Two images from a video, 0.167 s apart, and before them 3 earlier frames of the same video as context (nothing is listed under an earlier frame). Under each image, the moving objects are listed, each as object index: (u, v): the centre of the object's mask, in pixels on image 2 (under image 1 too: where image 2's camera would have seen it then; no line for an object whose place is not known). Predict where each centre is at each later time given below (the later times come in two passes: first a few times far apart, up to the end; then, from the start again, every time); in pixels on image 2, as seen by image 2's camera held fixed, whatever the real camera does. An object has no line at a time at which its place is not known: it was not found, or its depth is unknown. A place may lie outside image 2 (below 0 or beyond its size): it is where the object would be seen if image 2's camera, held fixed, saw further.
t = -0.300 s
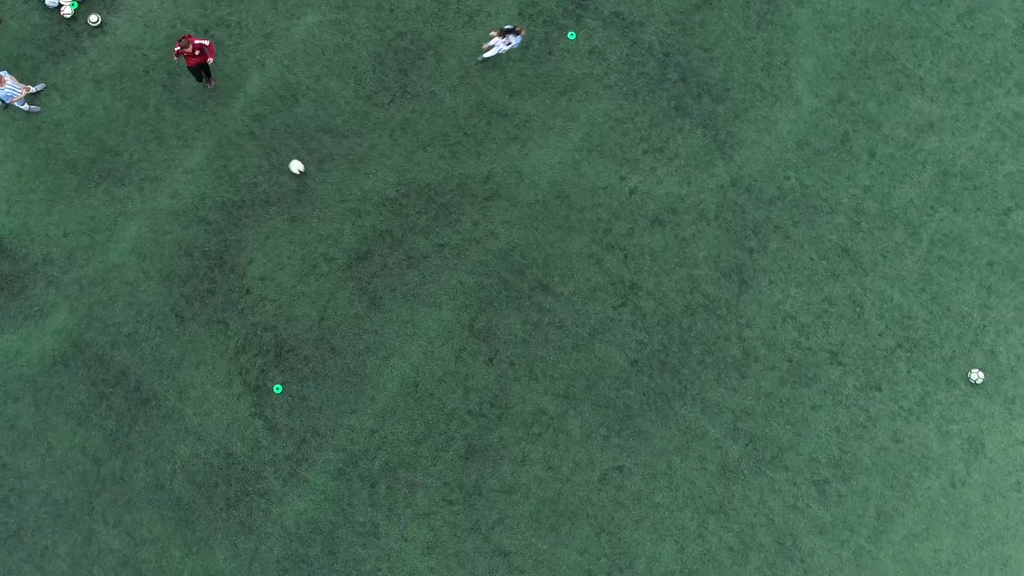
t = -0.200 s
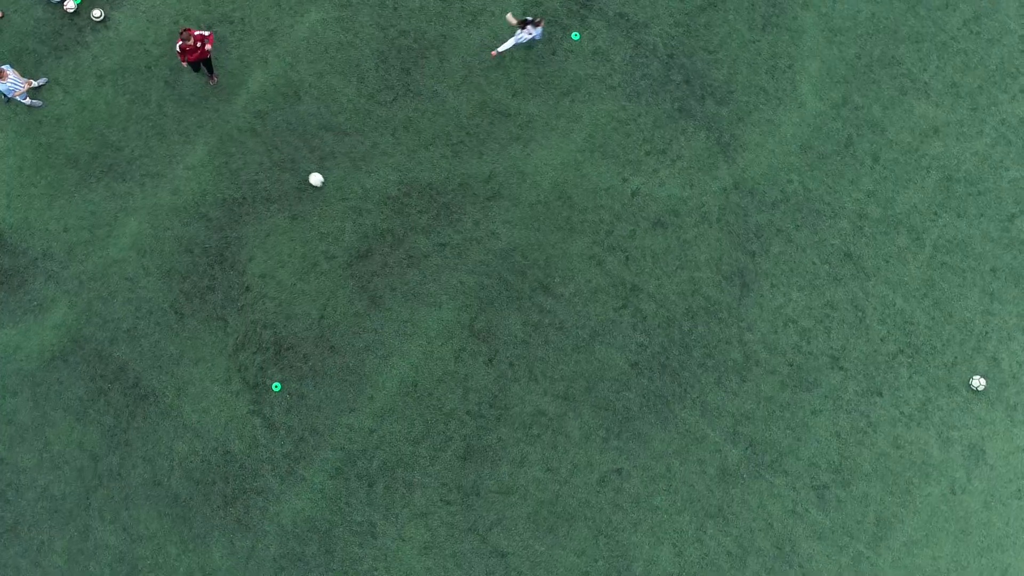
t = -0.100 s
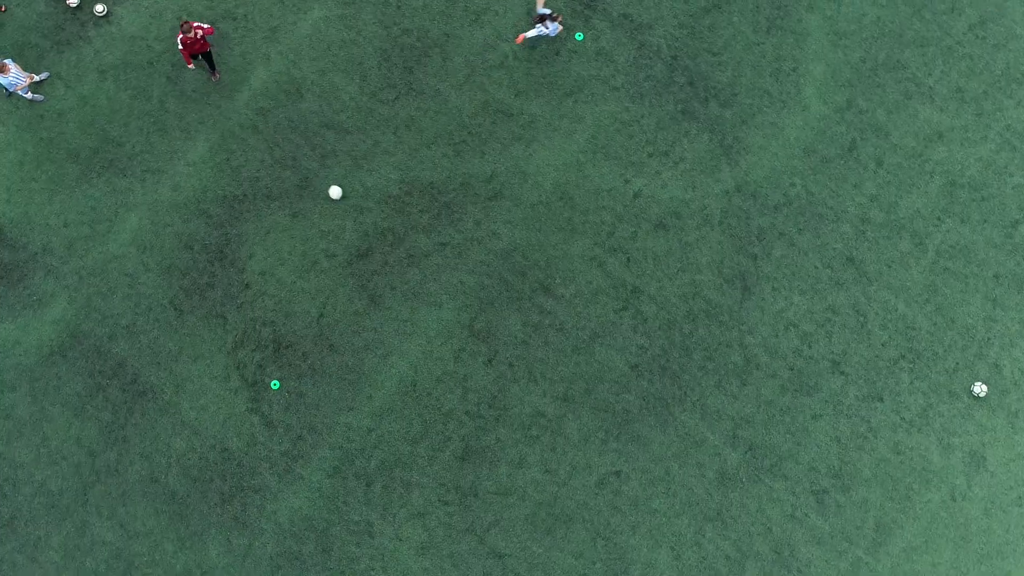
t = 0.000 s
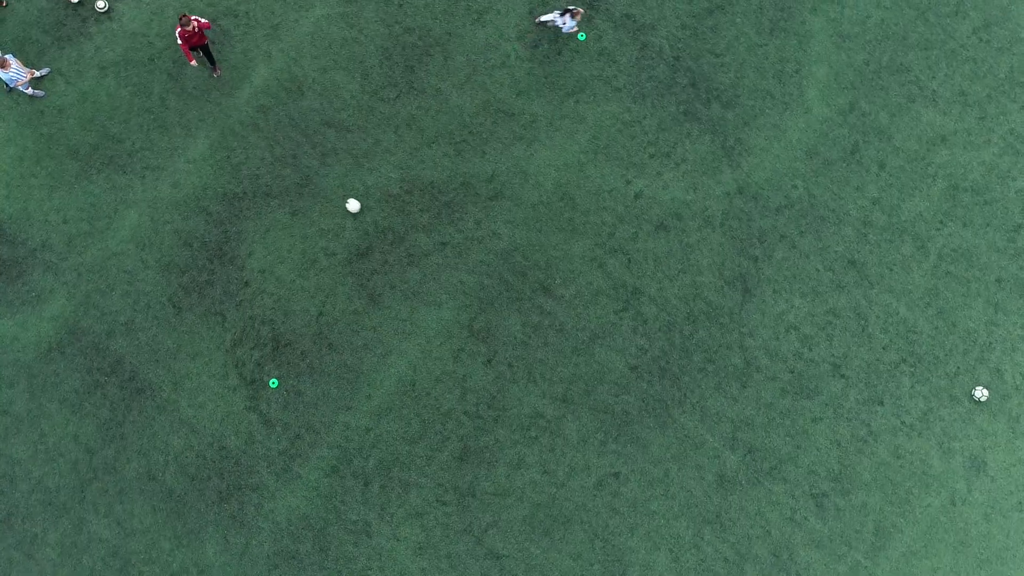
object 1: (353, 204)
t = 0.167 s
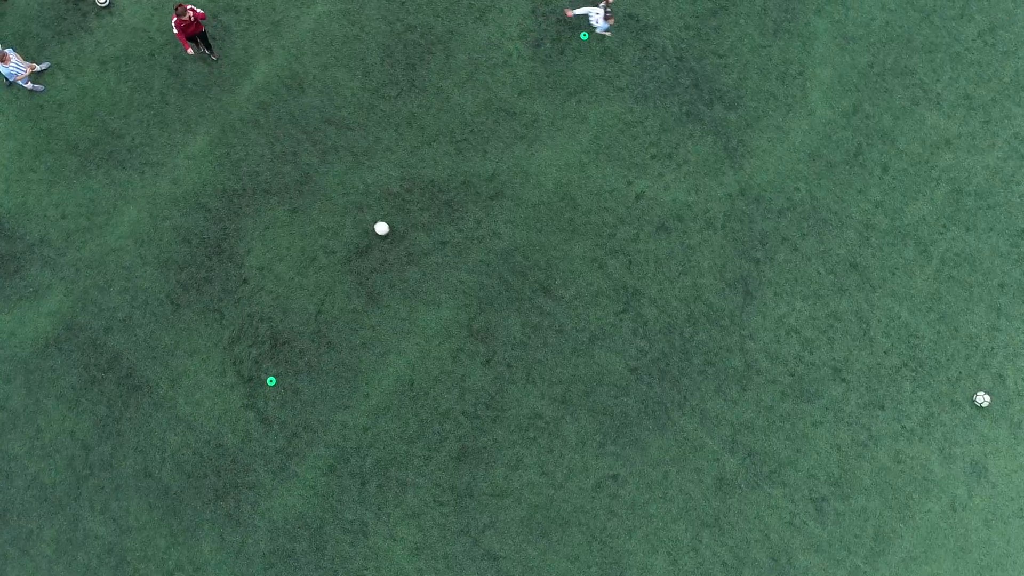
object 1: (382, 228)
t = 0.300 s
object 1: (404, 248)
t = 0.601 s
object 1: (454, 290)
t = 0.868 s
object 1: (498, 326)
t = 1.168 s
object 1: (546, 365)
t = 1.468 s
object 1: (593, 402)
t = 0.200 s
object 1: (387, 234)
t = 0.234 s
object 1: (393, 238)
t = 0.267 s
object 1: (398, 243)
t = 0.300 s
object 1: (404, 248)
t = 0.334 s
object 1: (410, 253)
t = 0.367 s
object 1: (415, 258)
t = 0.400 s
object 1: (421, 263)
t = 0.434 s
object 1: (426, 267)
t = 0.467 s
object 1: (432, 272)
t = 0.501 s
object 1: (438, 276)
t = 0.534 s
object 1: (443, 281)
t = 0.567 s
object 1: (449, 286)
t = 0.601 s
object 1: (454, 290)
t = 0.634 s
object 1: (460, 295)
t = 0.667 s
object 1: (465, 299)
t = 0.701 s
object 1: (471, 303)
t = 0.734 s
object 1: (476, 308)
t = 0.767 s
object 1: (482, 313)
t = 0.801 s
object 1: (487, 317)
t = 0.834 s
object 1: (493, 321)
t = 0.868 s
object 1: (498, 326)
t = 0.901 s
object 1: (504, 330)
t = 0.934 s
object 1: (509, 334)
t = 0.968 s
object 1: (515, 339)
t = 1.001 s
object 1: (520, 344)
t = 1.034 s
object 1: (525, 348)
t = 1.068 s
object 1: (531, 352)
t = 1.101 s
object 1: (536, 356)
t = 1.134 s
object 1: (541, 361)
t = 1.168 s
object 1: (546, 365)
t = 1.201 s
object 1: (552, 369)
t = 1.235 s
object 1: (557, 373)
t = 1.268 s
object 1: (562, 377)
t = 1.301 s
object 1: (567, 381)
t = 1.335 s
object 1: (573, 385)
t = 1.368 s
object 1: (578, 389)
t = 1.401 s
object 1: (583, 394)
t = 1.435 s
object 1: (588, 398)
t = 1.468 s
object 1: (593, 402)
